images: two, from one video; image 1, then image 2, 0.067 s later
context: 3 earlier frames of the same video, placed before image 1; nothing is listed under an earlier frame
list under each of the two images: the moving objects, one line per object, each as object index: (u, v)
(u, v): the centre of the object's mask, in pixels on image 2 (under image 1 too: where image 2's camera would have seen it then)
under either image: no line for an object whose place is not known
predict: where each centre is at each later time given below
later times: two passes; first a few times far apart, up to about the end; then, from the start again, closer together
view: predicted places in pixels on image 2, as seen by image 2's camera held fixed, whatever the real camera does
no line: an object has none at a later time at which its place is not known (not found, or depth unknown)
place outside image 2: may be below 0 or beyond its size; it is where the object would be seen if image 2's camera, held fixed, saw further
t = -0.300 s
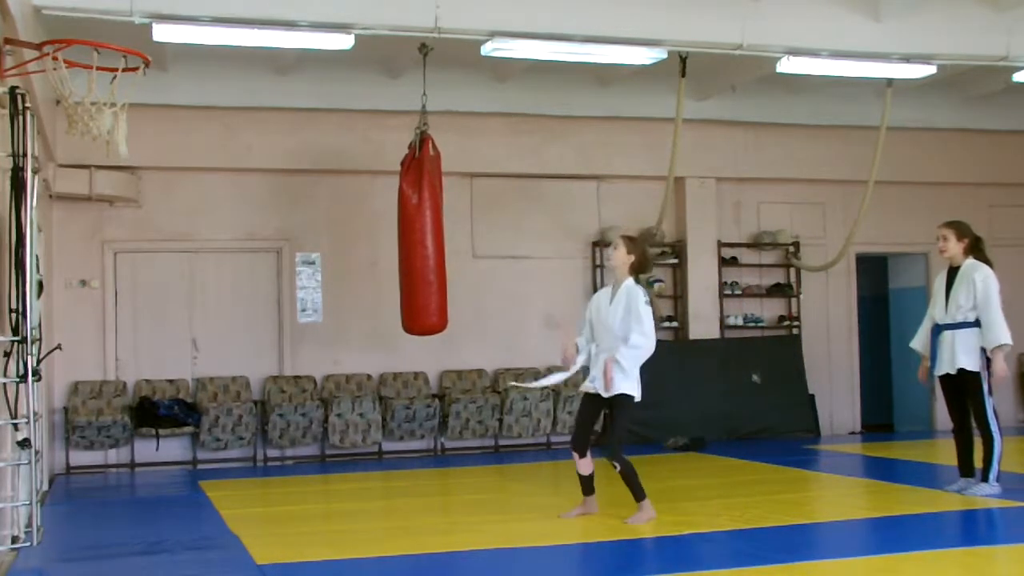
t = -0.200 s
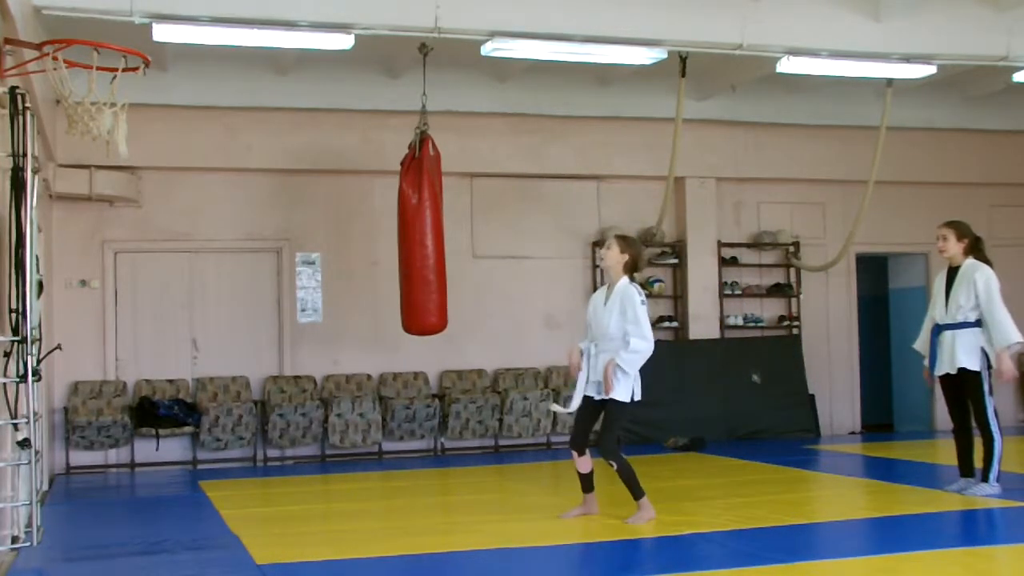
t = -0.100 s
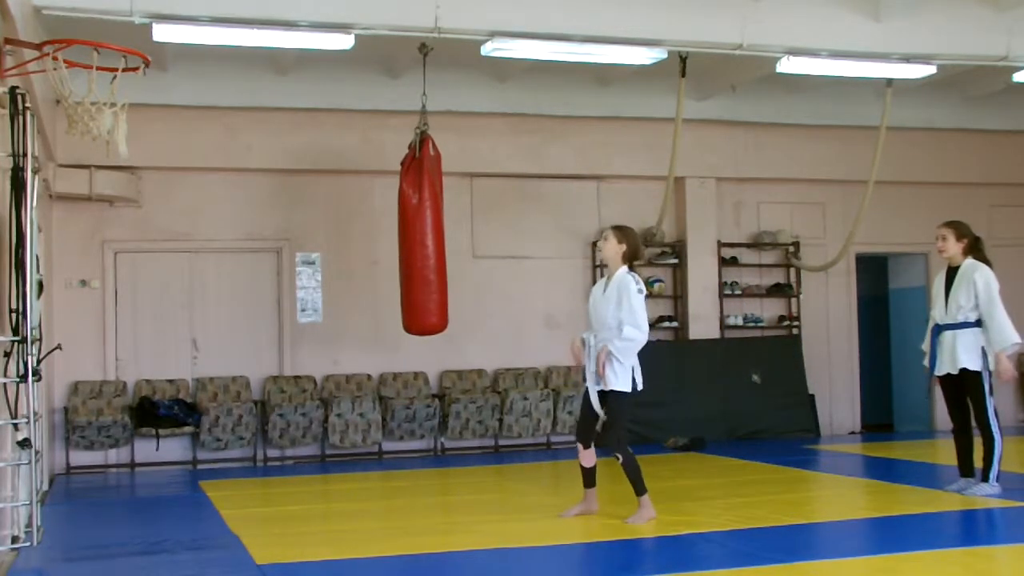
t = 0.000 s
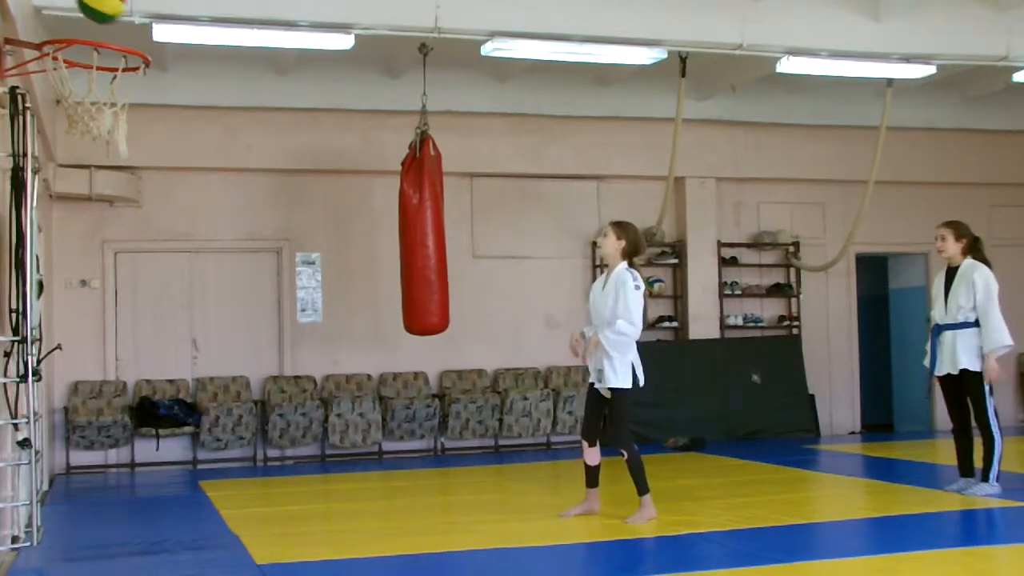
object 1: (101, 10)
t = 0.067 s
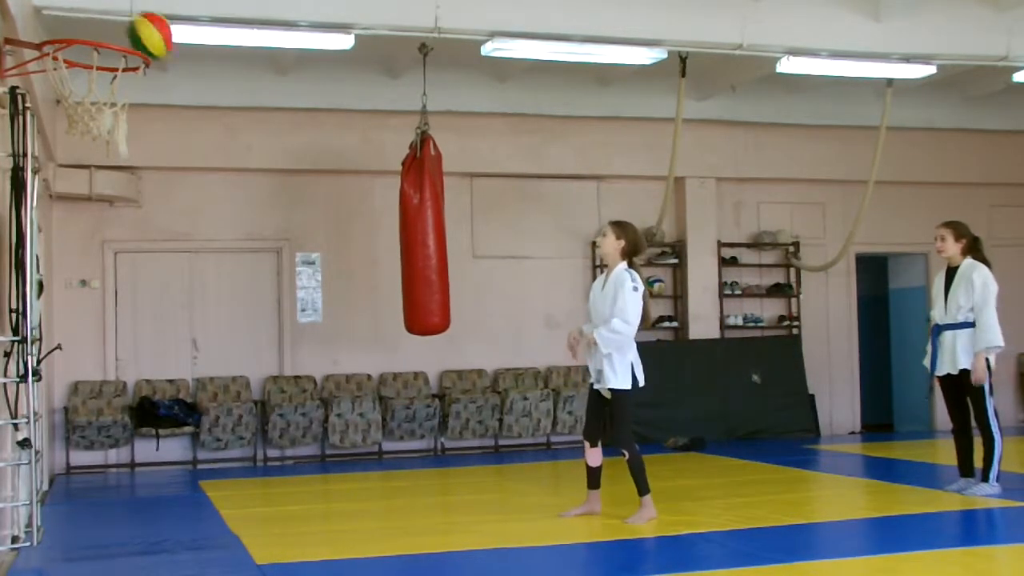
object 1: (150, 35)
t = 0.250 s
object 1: (269, 129)
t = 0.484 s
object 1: (403, 323)
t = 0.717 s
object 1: (513, 456)
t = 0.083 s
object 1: (163, 45)
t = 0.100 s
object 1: (174, 52)
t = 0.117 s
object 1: (186, 59)
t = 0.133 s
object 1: (196, 66)
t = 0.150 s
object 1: (207, 73)
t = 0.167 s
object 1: (218, 81)
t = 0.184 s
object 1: (228, 90)
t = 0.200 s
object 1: (239, 99)
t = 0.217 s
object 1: (249, 108)
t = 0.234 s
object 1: (259, 119)
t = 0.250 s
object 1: (269, 129)
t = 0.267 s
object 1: (278, 139)
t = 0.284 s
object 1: (289, 151)
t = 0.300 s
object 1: (300, 163)
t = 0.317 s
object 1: (309, 175)
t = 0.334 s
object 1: (319, 188)
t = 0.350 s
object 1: (328, 201)
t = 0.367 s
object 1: (338, 214)
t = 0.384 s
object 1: (347, 228)
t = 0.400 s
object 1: (357, 243)
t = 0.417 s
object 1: (367, 258)
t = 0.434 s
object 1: (376, 274)
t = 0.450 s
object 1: (385, 290)
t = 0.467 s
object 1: (396, 307)
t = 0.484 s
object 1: (403, 323)
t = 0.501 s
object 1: (411, 340)
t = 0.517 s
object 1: (420, 358)
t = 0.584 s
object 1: (454, 432)
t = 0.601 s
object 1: (462, 450)
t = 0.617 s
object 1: (471, 469)
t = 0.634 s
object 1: (480, 491)
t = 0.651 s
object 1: (488, 509)
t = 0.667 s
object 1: (494, 499)
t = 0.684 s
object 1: (500, 483)
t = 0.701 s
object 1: (506, 468)
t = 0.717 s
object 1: (513, 456)
